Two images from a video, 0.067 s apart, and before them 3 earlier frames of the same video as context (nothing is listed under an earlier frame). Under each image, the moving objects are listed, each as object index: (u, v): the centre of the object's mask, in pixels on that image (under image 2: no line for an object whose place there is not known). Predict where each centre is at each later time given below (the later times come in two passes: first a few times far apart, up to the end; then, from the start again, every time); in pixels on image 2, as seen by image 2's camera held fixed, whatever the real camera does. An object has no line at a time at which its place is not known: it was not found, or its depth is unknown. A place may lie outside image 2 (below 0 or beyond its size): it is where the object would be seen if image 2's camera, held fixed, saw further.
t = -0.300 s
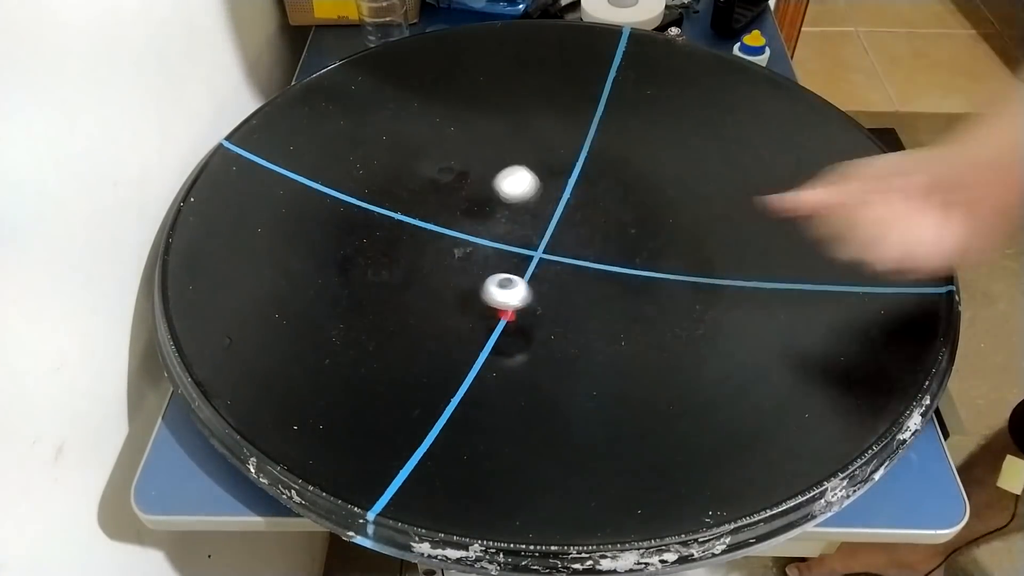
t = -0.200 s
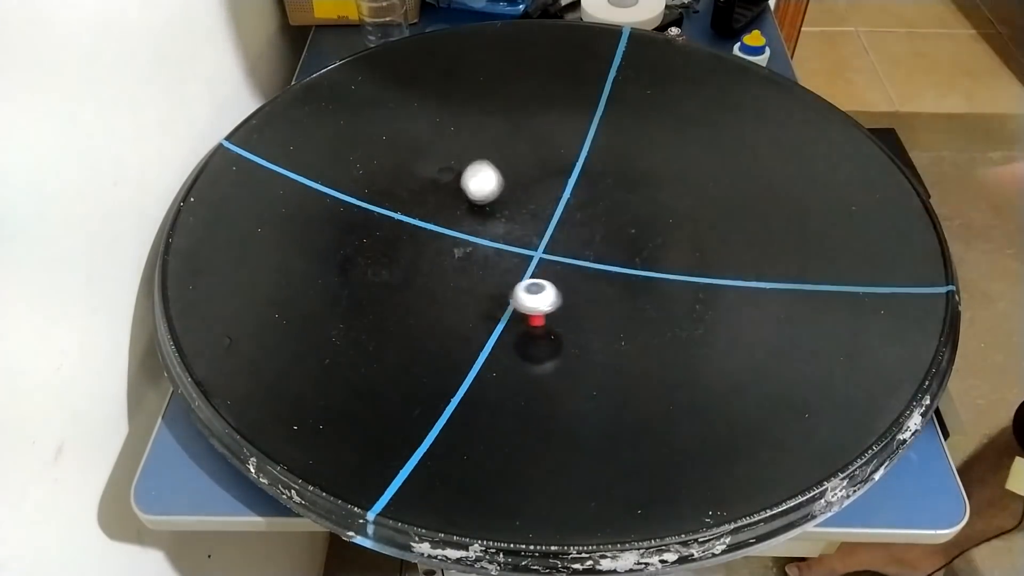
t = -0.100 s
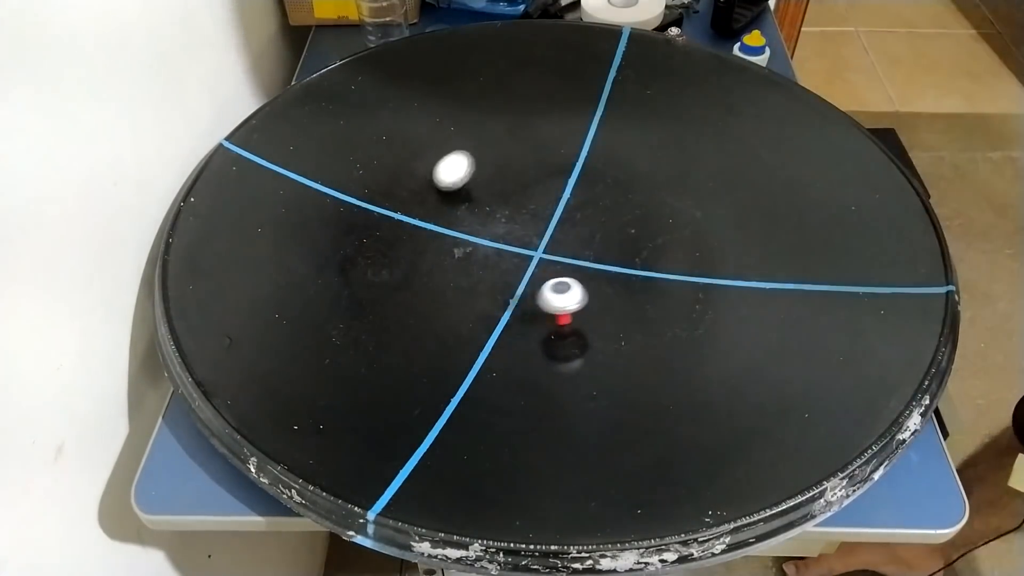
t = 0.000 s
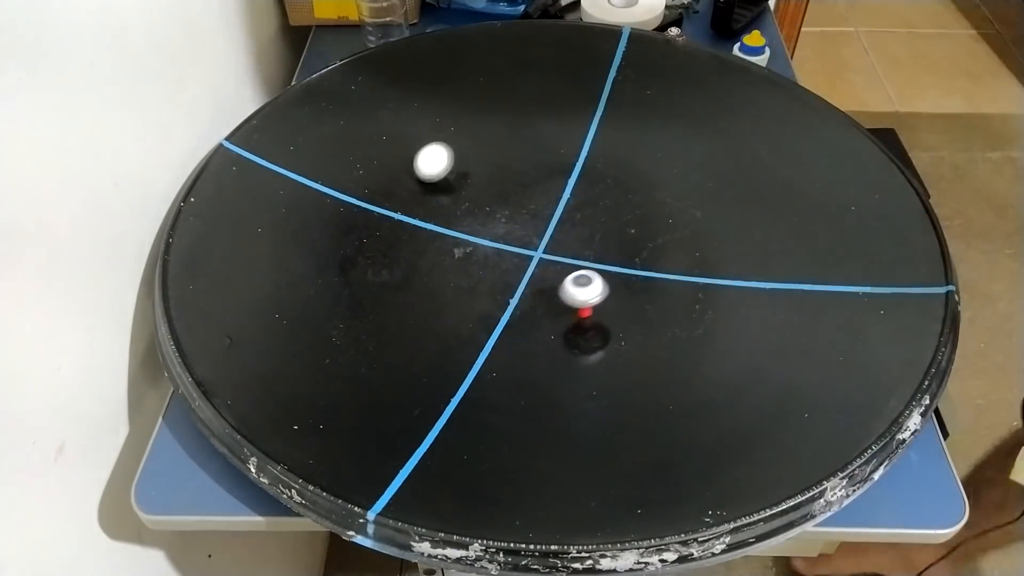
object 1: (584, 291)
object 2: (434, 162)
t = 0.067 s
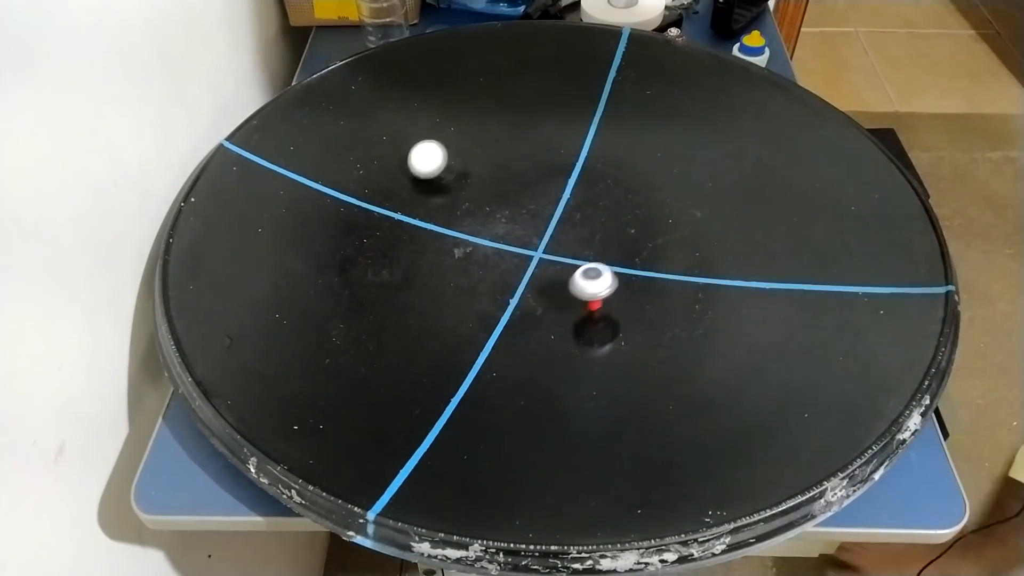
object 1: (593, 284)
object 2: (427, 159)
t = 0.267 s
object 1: (600, 252)
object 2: (410, 171)
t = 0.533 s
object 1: (578, 202)
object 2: (401, 190)
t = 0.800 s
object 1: (531, 167)
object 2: (408, 222)
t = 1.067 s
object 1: (475, 160)
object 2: (452, 252)
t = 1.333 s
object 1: (415, 182)
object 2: (515, 256)
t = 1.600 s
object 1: (375, 220)
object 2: (557, 235)
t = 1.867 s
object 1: (381, 258)
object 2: (557, 212)
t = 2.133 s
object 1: (435, 278)
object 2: (528, 196)
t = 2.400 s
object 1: (516, 276)
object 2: (485, 210)
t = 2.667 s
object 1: (573, 260)
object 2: (438, 249)
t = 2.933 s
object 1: (582, 230)
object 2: (438, 277)
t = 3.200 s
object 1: (548, 199)
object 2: (473, 282)
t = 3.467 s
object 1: (498, 179)
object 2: (513, 255)
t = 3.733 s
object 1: (446, 182)
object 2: (516, 216)
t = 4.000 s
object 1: (407, 207)
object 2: (480, 196)
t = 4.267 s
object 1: (398, 240)
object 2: (436, 207)
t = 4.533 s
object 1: (414, 270)
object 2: (419, 240)
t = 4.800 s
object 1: (499, 287)
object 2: (435, 278)
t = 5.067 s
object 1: (581, 263)
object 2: (491, 275)
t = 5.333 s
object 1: (590, 207)
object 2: (536, 233)
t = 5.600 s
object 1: (558, 122)
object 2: (498, 225)
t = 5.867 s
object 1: (496, 106)
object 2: (456, 229)
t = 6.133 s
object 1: (441, 194)
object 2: (428, 238)
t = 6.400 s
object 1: (457, 231)
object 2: (433, 259)
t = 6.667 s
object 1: (503, 210)
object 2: (439, 247)
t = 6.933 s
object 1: (495, 185)
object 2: (431, 246)
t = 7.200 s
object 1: (464, 188)
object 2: (437, 247)
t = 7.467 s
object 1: (461, 217)
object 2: (441, 255)
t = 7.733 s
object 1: (502, 230)
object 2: (438, 258)
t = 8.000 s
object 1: (527, 210)
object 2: (442, 253)
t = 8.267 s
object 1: (503, 203)
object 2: (441, 248)
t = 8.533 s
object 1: (487, 229)
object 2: (442, 250)
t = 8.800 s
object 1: (509, 250)
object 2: (443, 253)
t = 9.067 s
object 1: (522, 250)
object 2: (443, 253)
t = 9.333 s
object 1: (503, 236)
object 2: (442, 254)
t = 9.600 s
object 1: (465, 237)
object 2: (440, 254)
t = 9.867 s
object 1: (500, 227)
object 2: (438, 257)
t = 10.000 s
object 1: (518, 214)
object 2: (440, 254)
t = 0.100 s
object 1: (596, 280)
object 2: (425, 163)
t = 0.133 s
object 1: (599, 275)
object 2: (423, 164)
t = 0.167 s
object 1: (600, 270)
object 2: (420, 167)
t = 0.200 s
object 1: (601, 265)
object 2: (416, 169)
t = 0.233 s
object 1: (601, 258)
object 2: (413, 170)
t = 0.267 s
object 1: (600, 252)
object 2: (410, 171)
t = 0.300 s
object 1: (599, 246)
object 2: (408, 173)
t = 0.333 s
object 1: (597, 239)
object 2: (407, 175)
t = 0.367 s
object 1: (595, 233)
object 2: (405, 177)
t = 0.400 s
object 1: (592, 226)
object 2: (404, 179)
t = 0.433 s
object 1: (589, 220)
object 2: (402, 182)
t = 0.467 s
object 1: (586, 214)
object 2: (402, 184)
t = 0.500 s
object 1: (583, 208)
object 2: (401, 187)
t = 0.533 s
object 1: (578, 202)
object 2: (401, 190)
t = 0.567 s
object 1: (573, 197)
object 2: (400, 193)
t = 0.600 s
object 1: (566, 192)
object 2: (400, 196)
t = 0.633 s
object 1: (560, 186)
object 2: (400, 200)
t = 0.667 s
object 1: (554, 181)
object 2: (400, 203)
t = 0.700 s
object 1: (548, 178)
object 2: (401, 207)
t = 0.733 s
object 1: (543, 174)
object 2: (403, 212)
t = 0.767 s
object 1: (537, 170)
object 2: (405, 217)
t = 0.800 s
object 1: (531, 167)
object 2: (408, 222)
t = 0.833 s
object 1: (524, 164)
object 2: (412, 226)
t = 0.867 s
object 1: (517, 161)
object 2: (415, 230)
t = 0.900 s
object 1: (511, 160)
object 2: (420, 234)
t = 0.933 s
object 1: (504, 159)
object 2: (425, 238)
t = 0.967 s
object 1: (497, 158)
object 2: (431, 242)
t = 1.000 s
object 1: (489, 159)
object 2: (437, 246)
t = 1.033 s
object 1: (482, 159)
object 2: (444, 249)
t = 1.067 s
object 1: (475, 160)
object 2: (452, 252)
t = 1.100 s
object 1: (467, 162)
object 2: (460, 254)
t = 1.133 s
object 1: (460, 164)
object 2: (468, 256)
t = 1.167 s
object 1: (452, 167)
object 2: (477, 257)
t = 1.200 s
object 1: (443, 170)
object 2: (485, 258)
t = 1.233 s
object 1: (435, 173)
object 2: (493, 259)
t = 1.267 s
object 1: (428, 175)
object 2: (502, 259)
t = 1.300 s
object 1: (421, 179)
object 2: (509, 258)
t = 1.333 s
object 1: (415, 182)
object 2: (515, 256)
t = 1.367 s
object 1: (409, 186)
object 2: (522, 255)
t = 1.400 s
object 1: (403, 191)
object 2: (529, 253)
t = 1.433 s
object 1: (397, 195)
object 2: (536, 250)
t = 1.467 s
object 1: (392, 200)
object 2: (541, 248)
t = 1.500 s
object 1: (387, 205)
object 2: (546, 245)
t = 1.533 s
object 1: (383, 210)
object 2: (551, 241)
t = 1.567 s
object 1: (379, 215)
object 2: (554, 238)
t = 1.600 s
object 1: (375, 220)
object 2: (557, 235)
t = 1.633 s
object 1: (373, 225)
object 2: (559, 232)
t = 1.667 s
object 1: (372, 230)
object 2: (560, 229)
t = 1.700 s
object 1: (371, 235)
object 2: (560, 226)
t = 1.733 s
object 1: (372, 240)
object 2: (560, 223)
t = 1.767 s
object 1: (374, 245)
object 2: (560, 220)
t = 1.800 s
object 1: (375, 250)
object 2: (560, 217)
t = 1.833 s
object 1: (377, 254)
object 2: (559, 215)
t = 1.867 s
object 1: (381, 258)
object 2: (557, 212)
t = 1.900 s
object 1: (386, 262)
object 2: (554, 210)
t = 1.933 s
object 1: (391, 264)
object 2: (551, 206)
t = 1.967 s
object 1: (396, 267)
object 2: (547, 203)
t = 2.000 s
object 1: (402, 270)
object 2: (543, 201)
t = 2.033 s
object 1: (409, 273)
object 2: (539, 199)
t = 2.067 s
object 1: (417, 275)
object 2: (536, 197)
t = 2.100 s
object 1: (426, 276)
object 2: (532, 197)
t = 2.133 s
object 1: (435, 278)
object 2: (528, 196)
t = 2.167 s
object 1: (444, 279)
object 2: (524, 196)
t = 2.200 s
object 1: (454, 280)
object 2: (520, 197)
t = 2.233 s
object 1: (464, 281)
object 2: (514, 197)
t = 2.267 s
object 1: (474, 280)
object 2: (509, 199)
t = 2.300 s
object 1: (484, 280)
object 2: (504, 201)
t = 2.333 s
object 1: (494, 279)
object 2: (498, 203)
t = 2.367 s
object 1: (505, 277)
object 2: (492, 206)
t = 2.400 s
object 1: (516, 276)
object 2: (485, 210)
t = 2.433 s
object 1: (526, 275)
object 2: (479, 213)
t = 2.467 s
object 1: (535, 275)
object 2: (472, 218)
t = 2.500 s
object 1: (544, 273)
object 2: (465, 223)
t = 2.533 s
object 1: (551, 271)
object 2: (459, 227)
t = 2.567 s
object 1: (558, 269)
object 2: (452, 233)
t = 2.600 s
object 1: (564, 266)
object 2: (446, 239)
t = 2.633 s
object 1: (569, 263)
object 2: (441, 244)
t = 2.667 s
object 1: (573, 260)
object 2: (438, 249)
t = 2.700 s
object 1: (577, 256)
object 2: (435, 253)
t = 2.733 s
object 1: (580, 253)
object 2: (432, 258)
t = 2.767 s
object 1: (582, 249)
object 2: (431, 262)
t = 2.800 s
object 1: (583, 245)
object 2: (431, 265)
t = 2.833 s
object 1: (584, 241)
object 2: (432, 269)
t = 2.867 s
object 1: (584, 237)
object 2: (433, 272)
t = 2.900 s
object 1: (583, 233)
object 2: (435, 275)
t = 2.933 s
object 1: (582, 230)
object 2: (438, 277)
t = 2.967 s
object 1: (580, 225)
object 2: (441, 279)
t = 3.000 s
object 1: (577, 221)
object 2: (444, 281)
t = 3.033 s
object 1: (574, 217)
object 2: (449, 282)
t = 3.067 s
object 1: (570, 213)
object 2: (453, 283)
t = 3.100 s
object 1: (566, 210)
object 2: (458, 284)
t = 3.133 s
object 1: (561, 206)
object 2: (463, 284)
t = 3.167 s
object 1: (555, 203)
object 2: (468, 283)
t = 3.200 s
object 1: (548, 199)
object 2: (473, 282)
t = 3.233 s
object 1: (541, 196)
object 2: (478, 281)
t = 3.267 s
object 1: (536, 193)
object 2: (484, 279)
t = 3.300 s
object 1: (530, 189)
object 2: (490, 276)
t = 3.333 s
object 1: (523, 186)
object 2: (496, 272)
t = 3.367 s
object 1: (517, 184)
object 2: (501, 268)
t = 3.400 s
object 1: (511, 182)
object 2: (505, 265)
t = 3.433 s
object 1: (504, 180)
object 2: (509, 260)
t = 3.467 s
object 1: (498, 179)
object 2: (513, 255)
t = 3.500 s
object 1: (491, 178)
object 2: (515, 250)
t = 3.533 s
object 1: (485, 177)
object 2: (518, 245)
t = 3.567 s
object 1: (478, 177)
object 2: (519, 240)
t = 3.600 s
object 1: (471, 177)
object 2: (520, 235)
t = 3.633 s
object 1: (465, 178)
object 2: (520, 230)
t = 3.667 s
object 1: (459, 179)
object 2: (519, 225)
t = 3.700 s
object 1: (452, 180)
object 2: (518, 220)
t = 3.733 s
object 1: (446, 182)
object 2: (516, 216)
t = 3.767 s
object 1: (440, 185)
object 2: (513, 212)
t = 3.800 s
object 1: (435, 187)
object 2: (510, 208)
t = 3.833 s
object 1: (429, 189)
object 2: (506, 205)
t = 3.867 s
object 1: (424, 192)
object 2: (502, 202)
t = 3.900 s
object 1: (419, 196)
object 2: (497, 199)
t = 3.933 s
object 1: (414, 199)
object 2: (491, 198)
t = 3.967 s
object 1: (410, 203)
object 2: (486, 196)
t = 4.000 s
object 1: (407, 207)
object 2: (480, 196)
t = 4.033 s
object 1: (404, 211)
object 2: (475, 195)
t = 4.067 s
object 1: (401, 214)
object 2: (469, 195)
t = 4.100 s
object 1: (399, 218)
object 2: (463, 196)
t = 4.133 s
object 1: (397, 222)
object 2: (457, 197)
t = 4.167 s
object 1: (396, 226)
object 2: (451, 199)
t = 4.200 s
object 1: (396, 231)
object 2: (446, 202)
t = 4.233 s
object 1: (397, 235)
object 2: (441, 204)
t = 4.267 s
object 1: (398, 240)
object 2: (436, 207)
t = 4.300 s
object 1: (399, 245)
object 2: (432, 210)
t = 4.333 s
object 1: (400, 249)
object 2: (428, 214)
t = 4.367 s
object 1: (402, 254)
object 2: (425, 219)
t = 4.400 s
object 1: (403, 258)
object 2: (422, 223)
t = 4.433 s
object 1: (405, 262)
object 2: (420, 228)
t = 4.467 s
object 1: (407, 265)
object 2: (419, 233)
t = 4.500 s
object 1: (410, 267)
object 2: (419, 236)
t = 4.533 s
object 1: (414, 270)
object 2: (419, 240)
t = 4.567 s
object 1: (418, 271)
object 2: (419, 244)
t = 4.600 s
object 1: (424, 272)
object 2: (418, 247)
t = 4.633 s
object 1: (434, 274)
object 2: (417, 251)
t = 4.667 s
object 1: (448, 278)
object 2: (417, 260)
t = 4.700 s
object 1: (461, 281)
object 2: (421, 266)
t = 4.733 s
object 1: (474, 284)
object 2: (426, 272)
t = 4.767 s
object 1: (487, 287)
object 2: (430, 275)
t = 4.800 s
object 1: (499, 287)
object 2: (435, 278)
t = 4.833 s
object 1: (513, 288)
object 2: (440, 280)
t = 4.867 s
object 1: (525, 287)
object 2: (446, 281)
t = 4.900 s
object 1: (537, 286)
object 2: (453, 282)
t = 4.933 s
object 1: (548, 283)
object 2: (460, 282)
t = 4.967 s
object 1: (557, 279)
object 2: (467, 281)
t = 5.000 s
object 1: (566, 275)
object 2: (475, 280)
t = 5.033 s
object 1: (574, 269)
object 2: (483, 278)
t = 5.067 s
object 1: (581, 263)
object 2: (491, 275)
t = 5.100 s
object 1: (587, 256)
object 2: (500, 271)
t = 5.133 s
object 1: (591, 249)
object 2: (507, 268)
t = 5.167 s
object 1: (594, 241)
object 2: (514, 263)
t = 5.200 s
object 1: (596, 235)
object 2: (520, 258)
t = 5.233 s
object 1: (596, 229)
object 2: (526, 252)
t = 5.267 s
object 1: (596, 222)
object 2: (530, 247)
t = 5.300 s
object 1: (594, 214)
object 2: (534, 240)
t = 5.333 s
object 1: (590, 207)
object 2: (536, 233)
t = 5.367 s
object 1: (586, 201)
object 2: (537, 228)
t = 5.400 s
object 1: (581, 196)
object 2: (537, 222)
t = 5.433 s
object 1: (575, 191)
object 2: (536, 217)
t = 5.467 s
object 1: (570, 181)
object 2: (531, 215)
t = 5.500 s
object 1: (569, 162)
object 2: (522, 219)
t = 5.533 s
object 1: (566, 145)
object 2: (513, 222)
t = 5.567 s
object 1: (563, 133)
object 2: (506, 223)
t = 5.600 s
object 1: (558, 122)
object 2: (498, 225)
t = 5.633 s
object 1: (552, 112)
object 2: (493, 226)
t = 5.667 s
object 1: (546, 105)
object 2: (487, 226)
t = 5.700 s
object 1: (539, 101)
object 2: (482, 226)
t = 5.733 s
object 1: (531, 98)
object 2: (476, 227)
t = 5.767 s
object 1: (522, 97)
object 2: (471, 226)
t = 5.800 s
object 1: (513, 99)
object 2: (466, 227)
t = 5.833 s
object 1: (505, 101)
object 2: (461, 227)
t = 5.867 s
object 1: (496, 106)
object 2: (456, 229)
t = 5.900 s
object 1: (486, 112)
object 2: (451, 230)
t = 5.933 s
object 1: (477, 120)
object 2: (447, 231)
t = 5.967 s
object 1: (469, 129)
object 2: (442, 232)
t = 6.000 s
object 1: (461, 141)
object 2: (439, 233)
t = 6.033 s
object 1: (455, 153)
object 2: (435, 234)
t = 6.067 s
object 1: (449, 167)
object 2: (432, 235)
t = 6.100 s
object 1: (444, 181)
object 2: (430, 237)
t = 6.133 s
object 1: (441, 194)
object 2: (428, 238)
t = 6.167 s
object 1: (440, 206)
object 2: (426, 241)
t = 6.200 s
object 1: (438, 211)
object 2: (425, 248)
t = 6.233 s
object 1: (437, 214)
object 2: (424, 253)
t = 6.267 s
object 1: (437, 218)
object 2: (424, 257)
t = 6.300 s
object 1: (440, 223)
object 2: (425, 258)
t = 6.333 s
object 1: (444, 225)
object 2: (427, 259)
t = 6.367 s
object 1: (450, 229)
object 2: (430, 259)
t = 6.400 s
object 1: (457, 231)
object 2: (433, 259)
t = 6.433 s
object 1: (464, 231)
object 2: (435, 259)
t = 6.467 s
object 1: (472, 230)
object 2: (437, 258)
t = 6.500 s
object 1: (479, 227)
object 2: (439, 256)
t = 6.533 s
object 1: (485, 225)
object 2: (441, 254)
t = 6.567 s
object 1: (491, 221)
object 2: (441, 252)
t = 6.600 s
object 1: (496, 218)
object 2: (441, 250)
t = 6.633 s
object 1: (500, 214)
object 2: (440, 249)
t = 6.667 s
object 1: (503, 210)
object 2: (439, 247)
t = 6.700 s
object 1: (505, 206)
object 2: (437, 247)
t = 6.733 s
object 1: (506, 202)
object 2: (436, 246)
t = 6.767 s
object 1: (506, 198)
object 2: (435, 246)
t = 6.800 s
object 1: (505, 195)
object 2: (434, 246)
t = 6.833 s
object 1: (504, 192)
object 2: (433, 246)
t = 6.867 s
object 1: (501, 189)
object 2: (432, 246)
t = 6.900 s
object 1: (498, 187)
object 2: (431, 246)
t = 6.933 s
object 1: (495, 185)
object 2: (431, 246)
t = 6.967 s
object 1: (490, 184)
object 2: (431, 246)
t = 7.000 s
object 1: (486, 183)
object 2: (431, 246)
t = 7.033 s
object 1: (482, 183)
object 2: (432, 246)
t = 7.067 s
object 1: (478, 183)
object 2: (433, 246)
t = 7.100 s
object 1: (474, 183)
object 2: (434, 246)
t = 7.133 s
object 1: (470, 185)
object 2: (435, 246)
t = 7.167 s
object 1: (466, 186)
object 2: (436, 246)
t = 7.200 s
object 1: (464, 188)
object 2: (437, 247)
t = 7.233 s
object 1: (461, 191)
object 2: (438, 247)
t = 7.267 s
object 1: (459, 194)
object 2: (440, 248)
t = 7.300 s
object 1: (457, 198)
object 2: (441, 249)
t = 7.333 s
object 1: (456, 202)
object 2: (441, 250)
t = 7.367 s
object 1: (456, 206)
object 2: (442, 251)
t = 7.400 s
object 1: (457, 209)
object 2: (442, 253)
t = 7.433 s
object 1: (458, 213)
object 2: (442, 254)
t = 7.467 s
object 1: (461, 217)
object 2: (441, 255)
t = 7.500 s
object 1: (464, 221)
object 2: (440, 256)
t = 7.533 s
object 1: (468, 225)
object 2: (440, 257)
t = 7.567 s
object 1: (473, 228)
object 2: (439, 257)
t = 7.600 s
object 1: (478, 229)
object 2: (438, 258)
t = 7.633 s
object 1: (484, 231)
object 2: (438, 258)
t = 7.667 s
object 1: (490, 231)
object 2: (438, 258)
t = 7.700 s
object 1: (496, 231)
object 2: (438, 258)
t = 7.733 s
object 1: (502, 230)
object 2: (438, 258)
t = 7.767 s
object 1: (507, 229)
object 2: (439, 257)
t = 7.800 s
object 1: (512, 227)
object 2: (439, 257)
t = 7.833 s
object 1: (516, 225)
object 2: (439, 257)
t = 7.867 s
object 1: (519, 222)
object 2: (440, 256)
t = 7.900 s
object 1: (522, 220)
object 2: (441, 256)
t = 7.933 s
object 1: (524, 216)
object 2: (441, 255)
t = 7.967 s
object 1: (526, 214)
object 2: (442, 254)
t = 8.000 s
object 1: (527, 210)
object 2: (442, 253)
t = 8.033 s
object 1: (528, 207)
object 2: (442, 251)
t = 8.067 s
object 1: (529, 204)
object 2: (442, 251)
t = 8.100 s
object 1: (529, 202)
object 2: (442, 250)
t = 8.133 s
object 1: (528, 200)
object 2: (442, 249)
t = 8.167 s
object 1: (527, 198)
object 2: (441, 249)
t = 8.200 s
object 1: (526, 197)
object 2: (441, 248)
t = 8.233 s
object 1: (524, 197)
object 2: (441, 248)
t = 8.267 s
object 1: (503, 203)
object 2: (441, 248)
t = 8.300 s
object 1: (500, 205)
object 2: (442, 249)
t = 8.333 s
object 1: (496, 208)
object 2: (442, 249)
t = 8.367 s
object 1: (494, 211)
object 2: (442, 250)
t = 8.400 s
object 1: (491, 215)
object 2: (442, 250)
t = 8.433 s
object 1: (489, 218)
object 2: (442, 250)
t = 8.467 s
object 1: (488, 221)
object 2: (442, 250)
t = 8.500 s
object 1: (487, 225)
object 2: (442, 250)
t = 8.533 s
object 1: (487, 229)
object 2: (442, 250)
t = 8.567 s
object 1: (488, 233)
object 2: (442, 250)
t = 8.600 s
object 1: (490, 237)
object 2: (442, 250)
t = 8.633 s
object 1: (492, 239)
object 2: (442, 251)
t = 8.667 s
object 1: (495, 242)
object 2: (442, 251)
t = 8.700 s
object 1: (498, 245)
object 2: (442, 251)
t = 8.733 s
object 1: (502, 247)
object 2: (443, 251)
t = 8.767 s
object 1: (505, 249)
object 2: (443, 252)
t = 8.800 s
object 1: (509, 250)
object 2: (443, 253)
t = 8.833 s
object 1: (513, 252)
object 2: (443, 254)
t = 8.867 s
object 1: (516, 253)
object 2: (442, 255)
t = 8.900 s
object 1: (517, 254)
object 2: (442, 255)
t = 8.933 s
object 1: (520, 254)
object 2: (442, 255)
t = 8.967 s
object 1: (520, 254)
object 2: (442, 255)
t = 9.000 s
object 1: (522, 252)
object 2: (442, 255)
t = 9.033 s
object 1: (523, 251)
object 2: (443, 254)
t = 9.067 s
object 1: (522, 250)
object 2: (443, 253)
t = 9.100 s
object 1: (522, 249)
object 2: (443, 253)
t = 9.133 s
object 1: (521, 247)
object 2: (443, 252)
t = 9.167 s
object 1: (519, 245)
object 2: (443, 252)
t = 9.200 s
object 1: (518, 244)
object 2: (443, 252)
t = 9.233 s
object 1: (515, 242)
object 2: (443, 253)
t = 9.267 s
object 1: (512, 240)
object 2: (443, 253)
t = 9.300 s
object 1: (507, 238)
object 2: (443, 254)
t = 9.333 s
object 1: (503, 236)
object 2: (442, 254)
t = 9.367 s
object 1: (498, 235)
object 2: (442, 255)
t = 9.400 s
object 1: (494, 234)
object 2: (442, 255)
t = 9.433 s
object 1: (489, 233)
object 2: (442, 255)
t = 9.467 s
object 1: (485, 233)
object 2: (442, 255)
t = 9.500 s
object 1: (480, 233)
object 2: (443, 254)
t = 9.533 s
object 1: (474, 234)
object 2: (442, 254)
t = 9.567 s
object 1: (470, 235)
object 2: (442, 254)
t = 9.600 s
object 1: (465, 237)
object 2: (440, 254)
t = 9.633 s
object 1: (466, 240)
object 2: (439, 253)
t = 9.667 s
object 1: (471, 240)
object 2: (440, 252)
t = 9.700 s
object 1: (476, 239)
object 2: (440, 254)
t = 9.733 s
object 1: (481, 241)
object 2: (439, 255)
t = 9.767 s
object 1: (488, 238)
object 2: (439, 256)
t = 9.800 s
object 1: (493, 236)
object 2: (438, 257)
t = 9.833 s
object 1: (497, 232)
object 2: (437, 257)
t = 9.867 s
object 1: (500, 227)
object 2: (438, 257)
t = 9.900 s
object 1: (505, 228)
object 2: (438, 256)
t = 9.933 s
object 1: (509, 223)
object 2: (439, 256)
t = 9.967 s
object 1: (513, 221)
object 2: (440, 255)
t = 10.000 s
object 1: (518, 214)
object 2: (440, 254)
